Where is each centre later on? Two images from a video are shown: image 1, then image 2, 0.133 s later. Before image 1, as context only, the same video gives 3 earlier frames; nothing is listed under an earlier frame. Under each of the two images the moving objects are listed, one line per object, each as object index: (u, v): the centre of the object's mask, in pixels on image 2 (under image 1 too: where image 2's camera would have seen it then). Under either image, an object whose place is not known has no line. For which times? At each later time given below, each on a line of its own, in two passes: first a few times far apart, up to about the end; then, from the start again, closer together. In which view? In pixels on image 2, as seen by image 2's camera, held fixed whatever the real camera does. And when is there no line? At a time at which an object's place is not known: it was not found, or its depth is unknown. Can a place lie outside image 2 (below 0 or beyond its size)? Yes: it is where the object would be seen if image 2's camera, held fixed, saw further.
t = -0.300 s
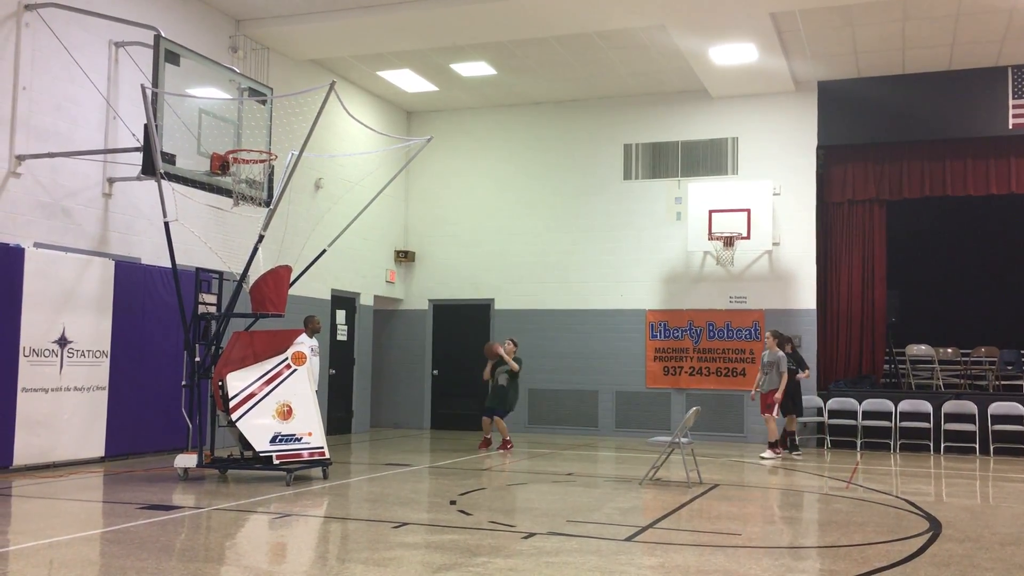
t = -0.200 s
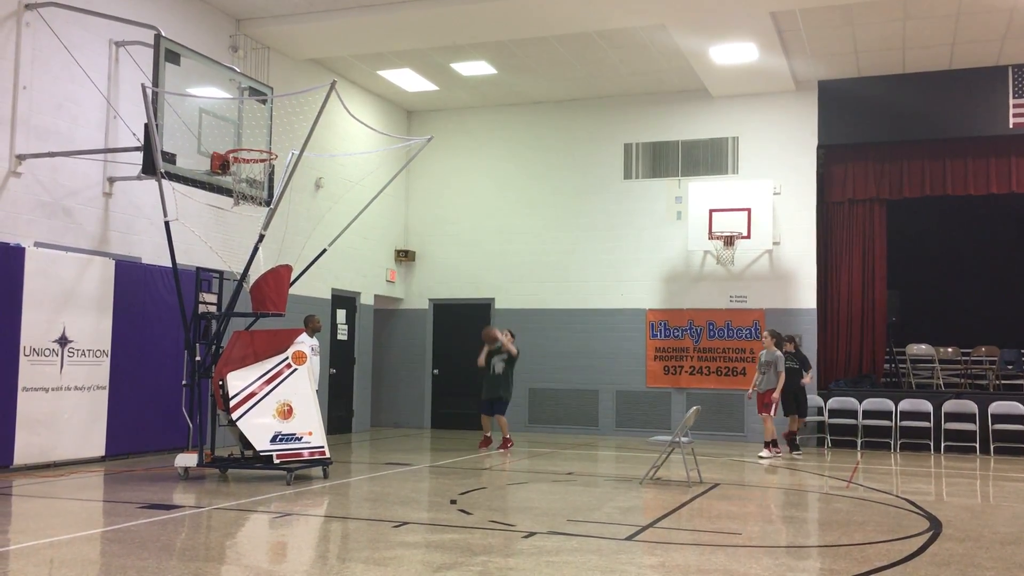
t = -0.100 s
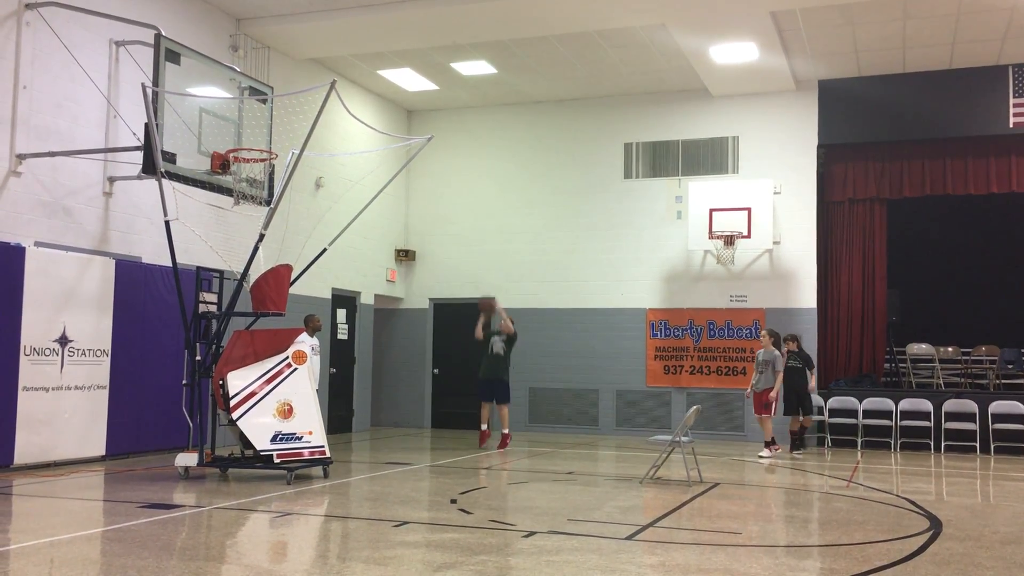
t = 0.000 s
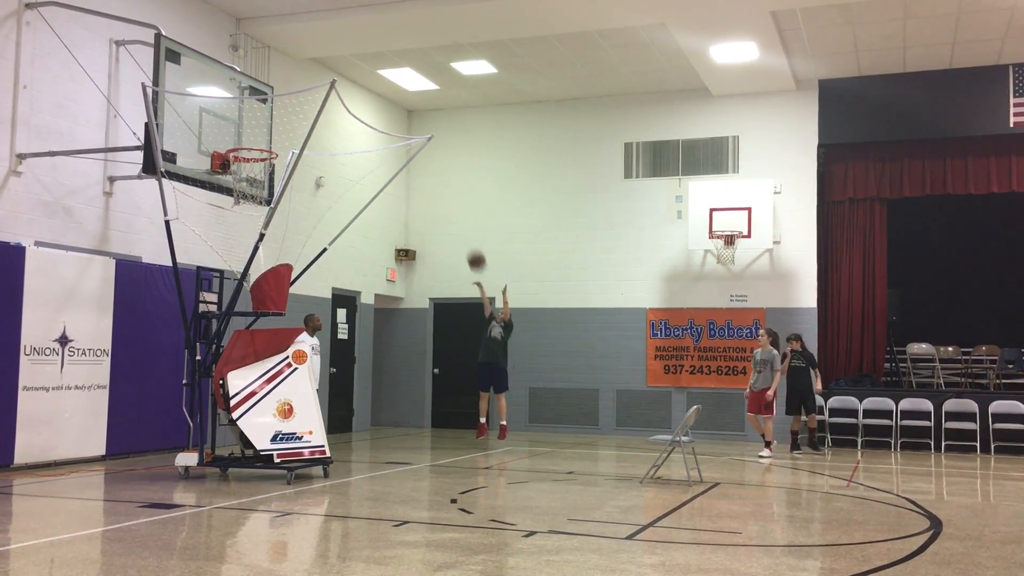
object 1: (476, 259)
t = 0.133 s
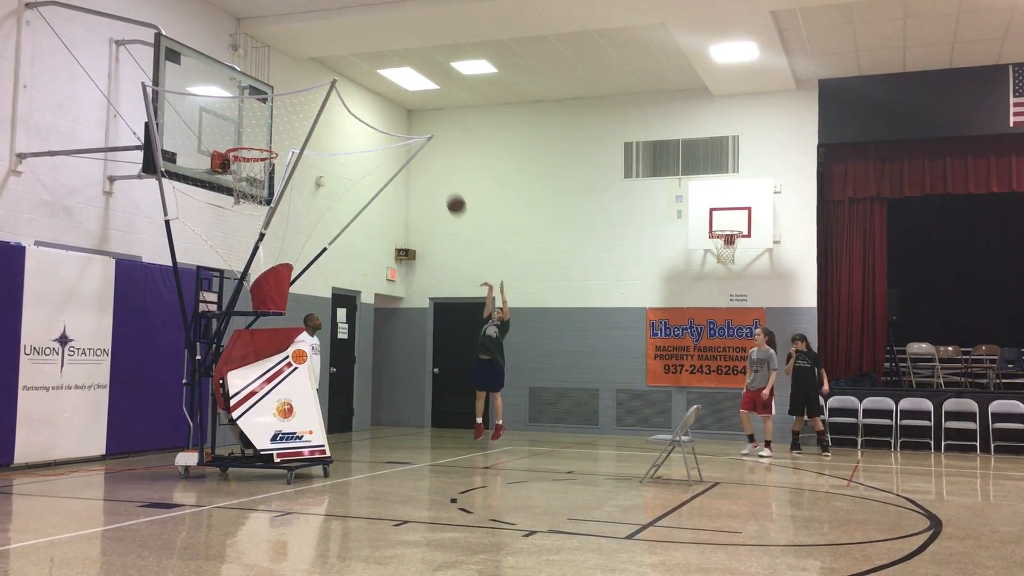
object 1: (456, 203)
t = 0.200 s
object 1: (445, 180)
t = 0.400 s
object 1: (412, 127)
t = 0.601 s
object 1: (377, 104)
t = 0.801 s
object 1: (336, 114)
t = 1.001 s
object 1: (286, 163)
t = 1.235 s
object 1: (229, 268)
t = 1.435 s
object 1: (247, 234)
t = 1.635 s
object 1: (275, 235)
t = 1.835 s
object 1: (278, 238)
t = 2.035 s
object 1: (256, 228)
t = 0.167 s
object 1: (450, 191)
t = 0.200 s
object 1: (445, 180)
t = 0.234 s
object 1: (440, 169)
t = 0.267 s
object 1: (435, 159)
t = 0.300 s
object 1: (430, 151)
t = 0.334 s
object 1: (425, 145)
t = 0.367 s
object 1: (418, 133)
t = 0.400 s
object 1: (412, 127)
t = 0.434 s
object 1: (407, 121)
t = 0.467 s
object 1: (401, 116)
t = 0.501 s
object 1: (395, 112)
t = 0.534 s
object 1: (389, 108)
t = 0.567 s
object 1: (383, 106)
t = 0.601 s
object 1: (377, 104)
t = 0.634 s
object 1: (370, 103)
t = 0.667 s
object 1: (364, 103)
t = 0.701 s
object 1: (357, 104)
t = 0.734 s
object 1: (350, 106)
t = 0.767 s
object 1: (342, 110)
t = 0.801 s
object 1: (336, 114)
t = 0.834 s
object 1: (329, 120)
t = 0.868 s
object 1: (323, 128)
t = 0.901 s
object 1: (313, 135)
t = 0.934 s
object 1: (303, 143)
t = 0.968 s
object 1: (296, 153)
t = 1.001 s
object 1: (286, 163)
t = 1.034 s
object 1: (281, 176)
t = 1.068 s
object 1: (269, 193)
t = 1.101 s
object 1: (262, 205)
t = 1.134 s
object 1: (252, 223)
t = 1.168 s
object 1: (244, 240)
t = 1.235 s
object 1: (229, 268)
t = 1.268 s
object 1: (227, 265)
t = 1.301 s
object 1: (228, 257)
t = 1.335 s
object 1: (232, 250)
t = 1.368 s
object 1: (237, 244)
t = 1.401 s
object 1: (242, 238)
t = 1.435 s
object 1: (247, 234)
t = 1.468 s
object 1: (250, 231)
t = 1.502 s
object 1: (256, 230)
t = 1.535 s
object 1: (261, 230)
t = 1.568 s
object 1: (267, 230)
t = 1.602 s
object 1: (270, 232)
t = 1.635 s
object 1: (275, 235)
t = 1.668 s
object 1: (278, 238)
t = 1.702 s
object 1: (280, 241)
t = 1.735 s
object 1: (282, 243)
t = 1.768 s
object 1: (282, 243)
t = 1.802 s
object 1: (280, 241)
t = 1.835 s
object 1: (278, 238)
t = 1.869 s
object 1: (277, 234)
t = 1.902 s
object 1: (275, 232)
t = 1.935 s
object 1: (269, 229)
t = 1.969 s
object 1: (264, 226)
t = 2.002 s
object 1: (260, 227)
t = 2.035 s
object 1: (256, 228)
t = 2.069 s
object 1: (253, 229)
